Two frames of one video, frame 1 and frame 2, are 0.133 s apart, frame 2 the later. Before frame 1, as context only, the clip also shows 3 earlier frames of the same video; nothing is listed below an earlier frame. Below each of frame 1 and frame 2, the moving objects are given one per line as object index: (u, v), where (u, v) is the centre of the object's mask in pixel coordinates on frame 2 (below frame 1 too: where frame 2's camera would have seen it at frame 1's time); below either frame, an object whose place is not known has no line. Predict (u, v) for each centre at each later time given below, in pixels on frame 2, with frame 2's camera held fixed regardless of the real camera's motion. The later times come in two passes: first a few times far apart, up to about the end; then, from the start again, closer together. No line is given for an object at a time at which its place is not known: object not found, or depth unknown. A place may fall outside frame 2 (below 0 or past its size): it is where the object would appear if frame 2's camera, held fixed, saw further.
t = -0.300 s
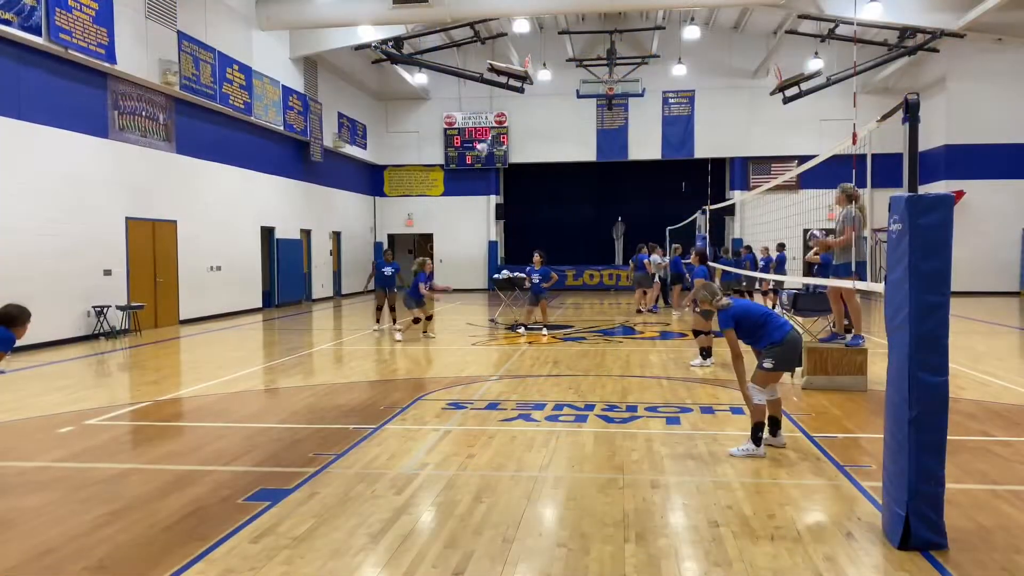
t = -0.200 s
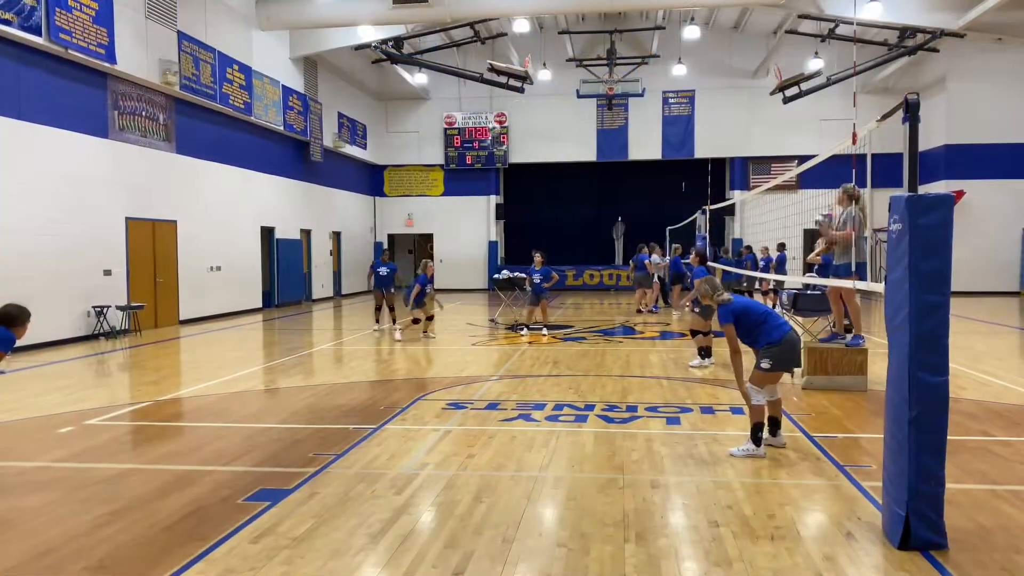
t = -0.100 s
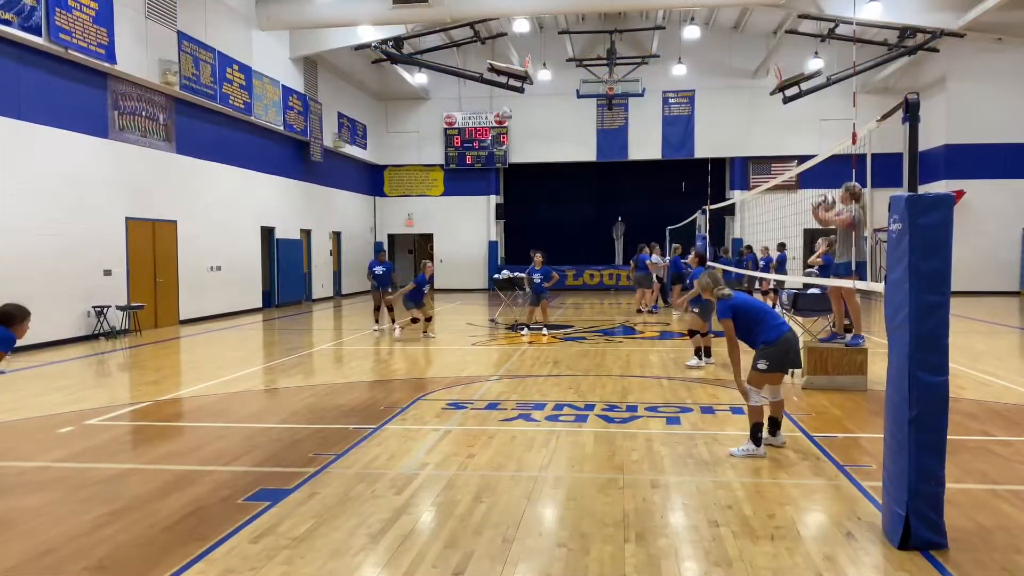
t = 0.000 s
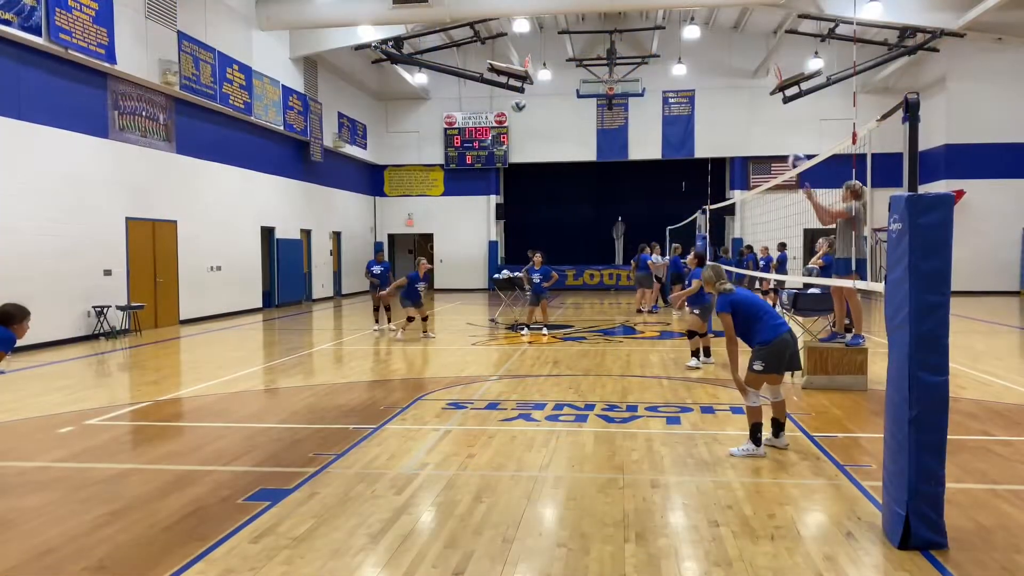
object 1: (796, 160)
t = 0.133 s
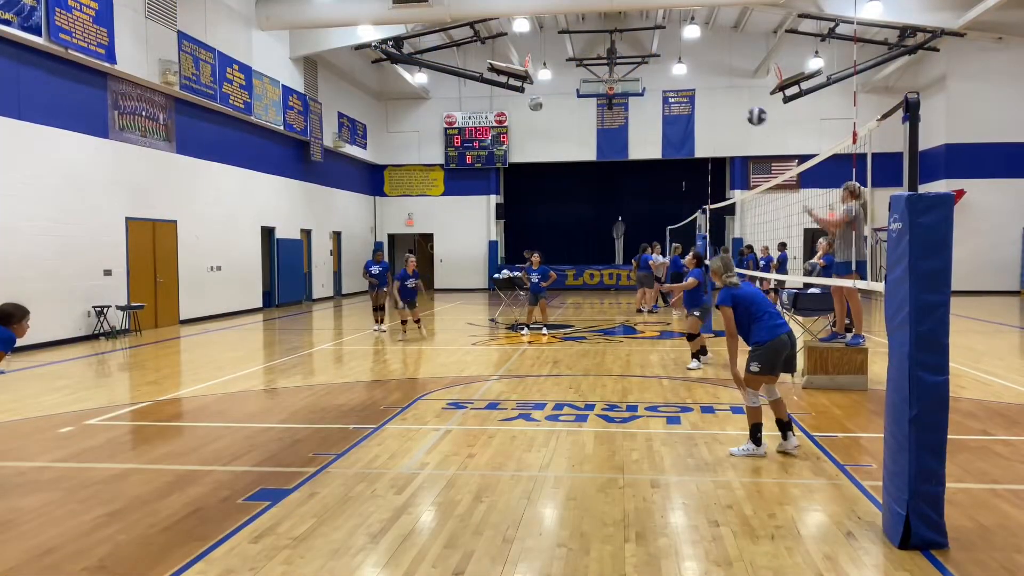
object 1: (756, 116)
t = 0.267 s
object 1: (716, 87)
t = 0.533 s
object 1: (636, 76)
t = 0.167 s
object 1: (746, 107)
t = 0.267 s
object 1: (716, 87)
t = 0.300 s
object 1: (706, 82)
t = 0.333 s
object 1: (696, 78)
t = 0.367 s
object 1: (686, 76)
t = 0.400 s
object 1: (676, 73)
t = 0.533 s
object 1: (636, 76)
